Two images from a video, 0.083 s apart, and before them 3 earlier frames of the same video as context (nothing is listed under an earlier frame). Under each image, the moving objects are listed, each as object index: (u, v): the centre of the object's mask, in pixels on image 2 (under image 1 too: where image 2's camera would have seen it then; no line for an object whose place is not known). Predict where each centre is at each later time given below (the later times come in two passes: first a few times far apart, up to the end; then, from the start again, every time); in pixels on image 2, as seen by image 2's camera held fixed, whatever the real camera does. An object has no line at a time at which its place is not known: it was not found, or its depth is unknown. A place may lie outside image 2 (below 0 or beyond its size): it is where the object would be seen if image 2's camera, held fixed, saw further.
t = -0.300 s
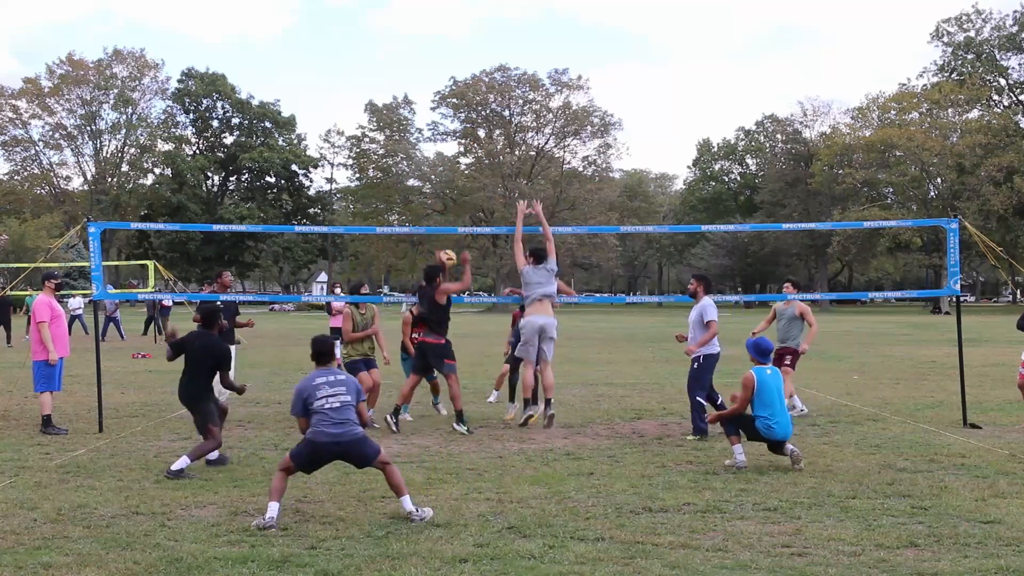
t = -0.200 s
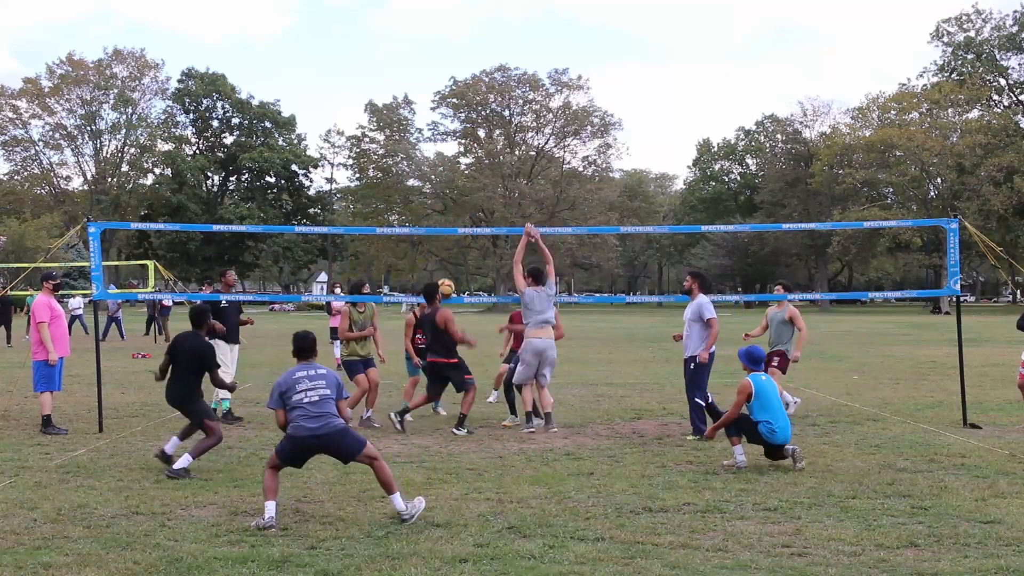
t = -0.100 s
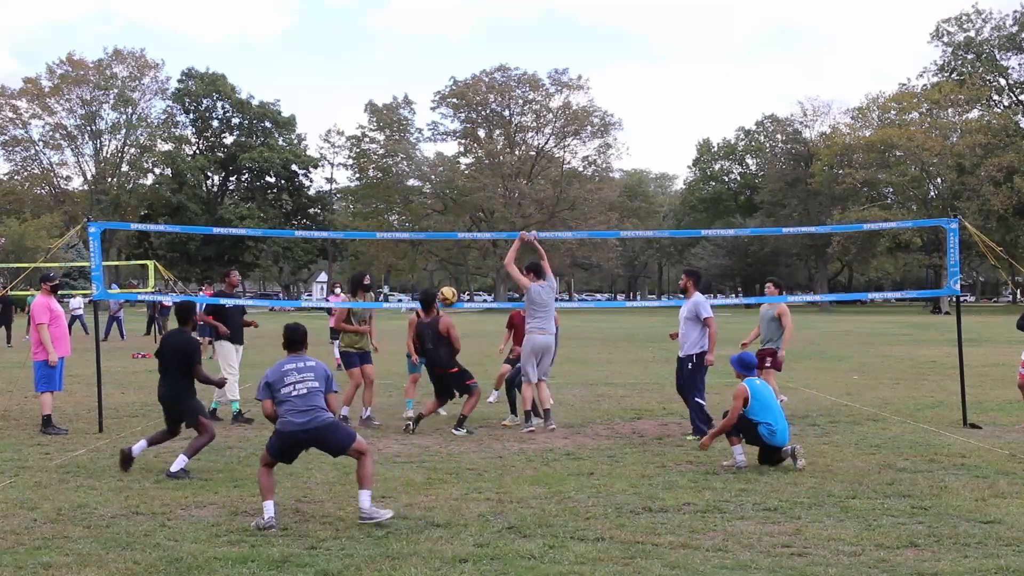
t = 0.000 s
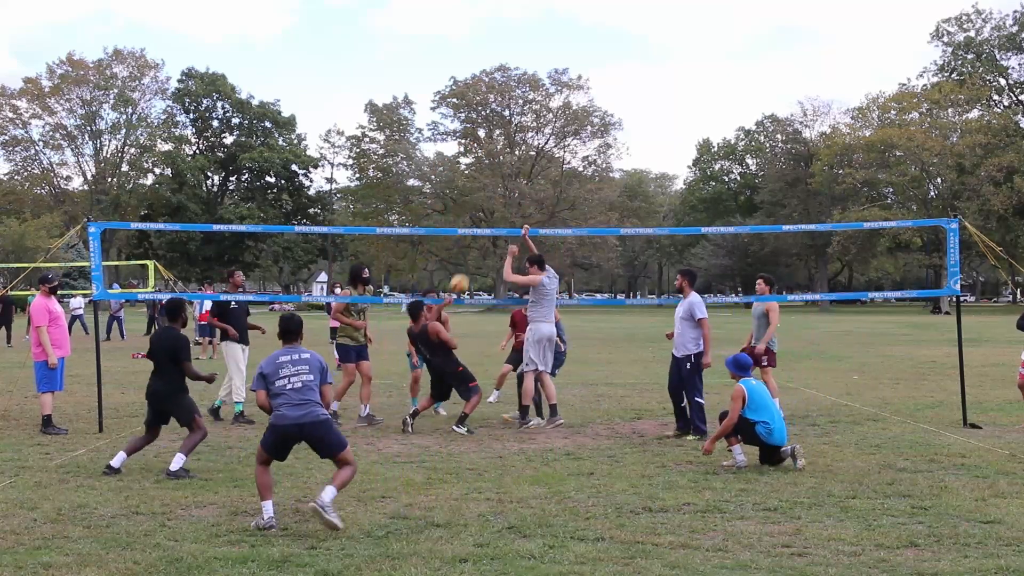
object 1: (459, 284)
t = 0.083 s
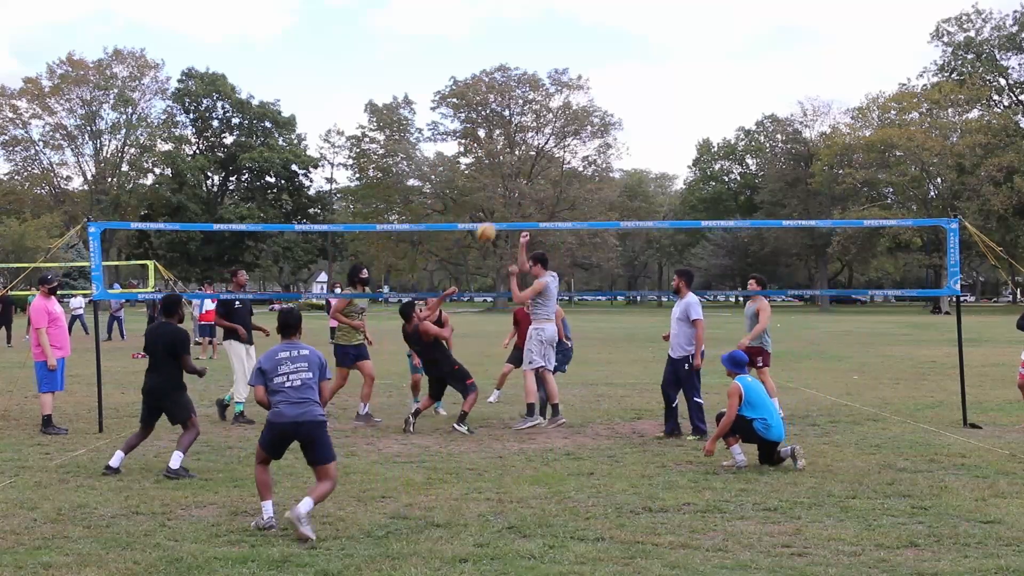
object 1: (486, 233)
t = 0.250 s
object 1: (541, 146)
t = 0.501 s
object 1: (627, 54)
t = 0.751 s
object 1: (718, 15)
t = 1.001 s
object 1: (812, 33)
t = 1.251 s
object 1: (910, 113)
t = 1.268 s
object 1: (917, 122)
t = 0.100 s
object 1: (492, 223)
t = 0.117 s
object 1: (497, 212)
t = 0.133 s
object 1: (503, 205)
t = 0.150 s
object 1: (508, 195)
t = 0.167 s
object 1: (514, 186)
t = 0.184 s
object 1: (519, 177)
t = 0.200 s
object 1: (524, 169)
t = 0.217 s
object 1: (530, 161)
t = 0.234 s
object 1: (536, 154)
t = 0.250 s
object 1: (541, 146)
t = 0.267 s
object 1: (547, 136)
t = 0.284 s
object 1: (554, 129)
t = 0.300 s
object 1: (559, 122)
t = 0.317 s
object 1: (564, 113)
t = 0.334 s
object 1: (570, 109)
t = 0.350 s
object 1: (575, 103)
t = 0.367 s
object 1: (581, 95)
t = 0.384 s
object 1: (587, 90)
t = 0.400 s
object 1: (592, 84)
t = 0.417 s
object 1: (598, 78)
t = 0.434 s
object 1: (604, 73)
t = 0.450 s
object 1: (610, 68)
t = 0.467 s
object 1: (616, 63)
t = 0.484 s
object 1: (621, 58)
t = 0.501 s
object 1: (627, 54)
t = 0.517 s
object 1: (633, 49)
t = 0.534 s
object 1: (639, 45)
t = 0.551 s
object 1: (645, 42)
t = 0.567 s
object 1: (651, 38)
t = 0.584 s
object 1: (657, 35)
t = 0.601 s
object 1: (663, 31)
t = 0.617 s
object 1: (669, 28)
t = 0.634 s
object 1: (675, 26)
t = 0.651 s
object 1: (681, 23)
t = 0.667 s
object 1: (687, 21)
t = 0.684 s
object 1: (693, 19)
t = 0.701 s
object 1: (699, 18)
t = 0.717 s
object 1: (705, 17)
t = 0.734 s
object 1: (711, 16)
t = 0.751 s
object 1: (718, 15)
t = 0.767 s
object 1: (724, 14)
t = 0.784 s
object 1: (730, 14)
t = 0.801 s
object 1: (736, 13)
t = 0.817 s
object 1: (742, 14)
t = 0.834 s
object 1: (748, 14)
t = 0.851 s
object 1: (755, 15)
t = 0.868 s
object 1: (761, 16)
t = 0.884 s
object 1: (767, 17)
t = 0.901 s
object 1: (774, 18)
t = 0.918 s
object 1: (780, 20)
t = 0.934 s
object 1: (787, 22)
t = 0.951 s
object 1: (793, 25)
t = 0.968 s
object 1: (800, 27)
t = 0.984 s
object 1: (806, 30)
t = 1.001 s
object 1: (812, 33)
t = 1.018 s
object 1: (819, 36)
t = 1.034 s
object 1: (825, 40)
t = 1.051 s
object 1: (831, 44)
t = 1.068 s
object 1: (838, 49)
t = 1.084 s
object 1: (844, 53)
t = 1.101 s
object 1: (851, 58)
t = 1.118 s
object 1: (857, 63)
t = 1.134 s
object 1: (864, 69)
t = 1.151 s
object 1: (870, 74)
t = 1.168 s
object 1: (877, 80)
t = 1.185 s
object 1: (883, 86)
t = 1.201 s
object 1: (890, 93)
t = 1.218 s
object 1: (898, 101)
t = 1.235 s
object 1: (903, 105)
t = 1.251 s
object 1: (910, 113)
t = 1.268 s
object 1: (917, 122)
